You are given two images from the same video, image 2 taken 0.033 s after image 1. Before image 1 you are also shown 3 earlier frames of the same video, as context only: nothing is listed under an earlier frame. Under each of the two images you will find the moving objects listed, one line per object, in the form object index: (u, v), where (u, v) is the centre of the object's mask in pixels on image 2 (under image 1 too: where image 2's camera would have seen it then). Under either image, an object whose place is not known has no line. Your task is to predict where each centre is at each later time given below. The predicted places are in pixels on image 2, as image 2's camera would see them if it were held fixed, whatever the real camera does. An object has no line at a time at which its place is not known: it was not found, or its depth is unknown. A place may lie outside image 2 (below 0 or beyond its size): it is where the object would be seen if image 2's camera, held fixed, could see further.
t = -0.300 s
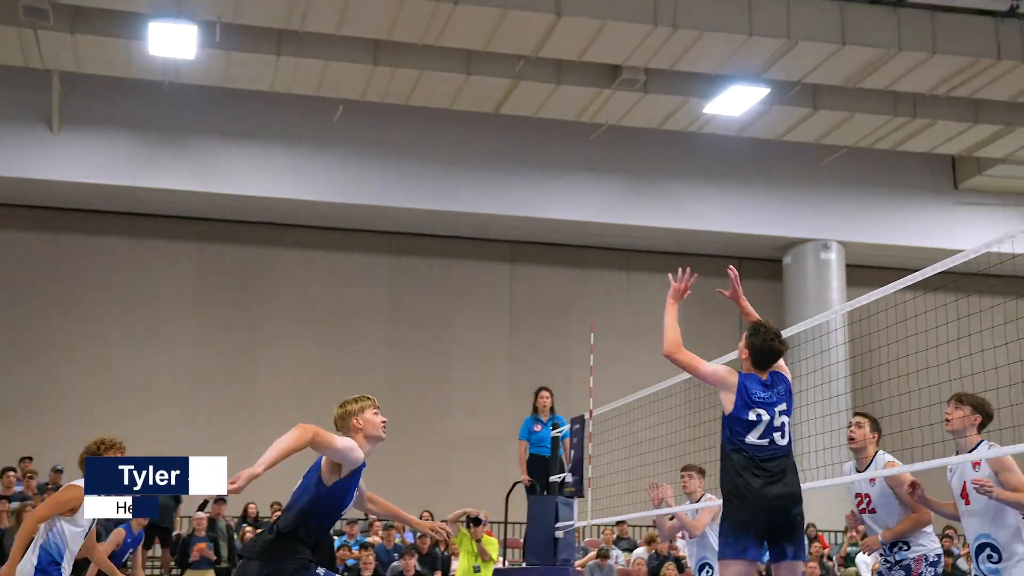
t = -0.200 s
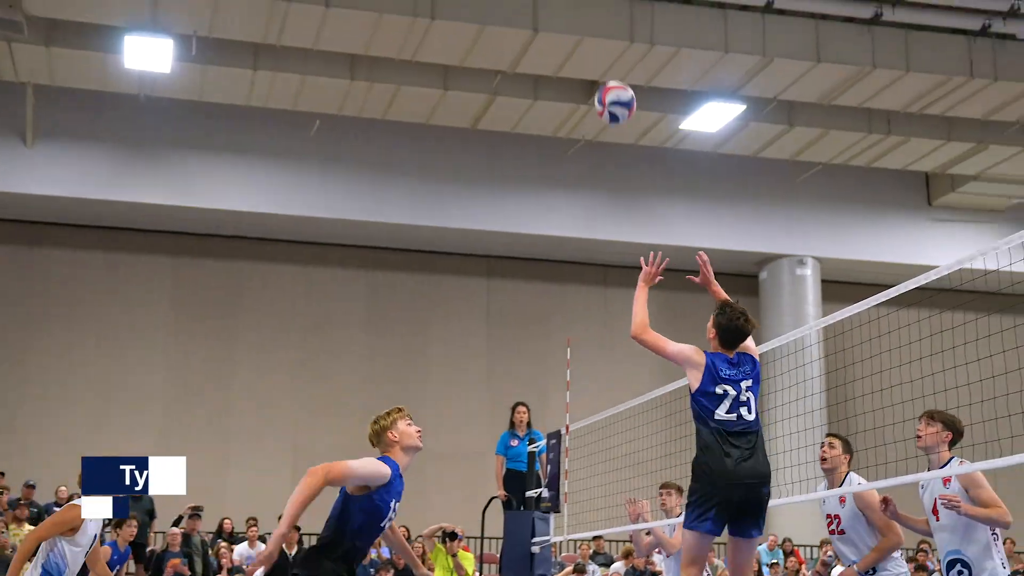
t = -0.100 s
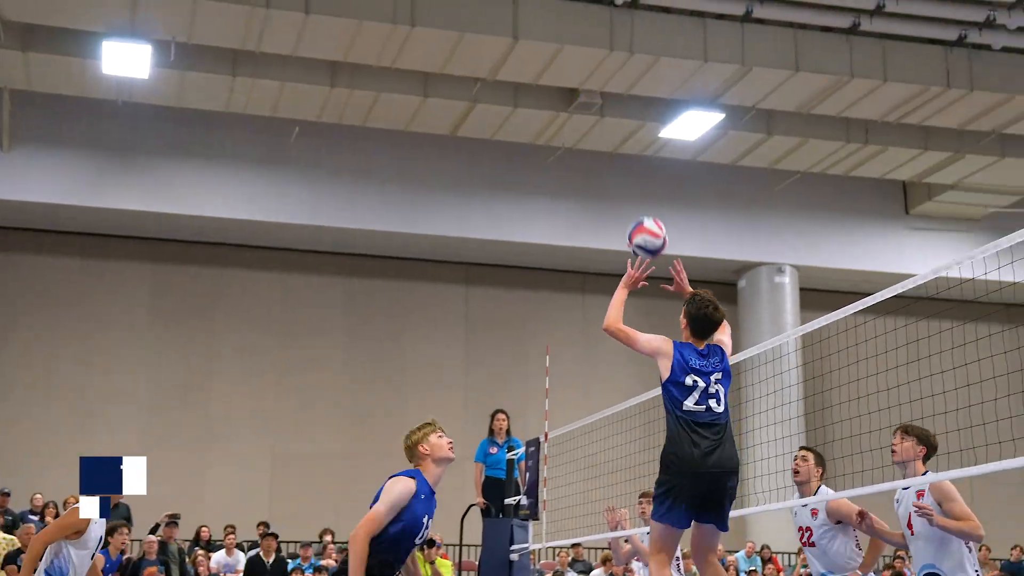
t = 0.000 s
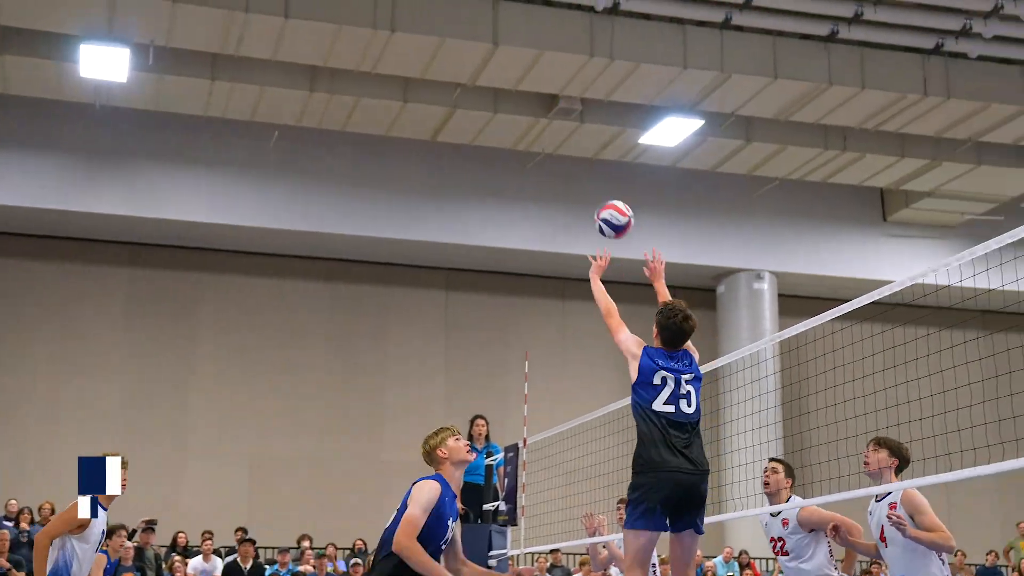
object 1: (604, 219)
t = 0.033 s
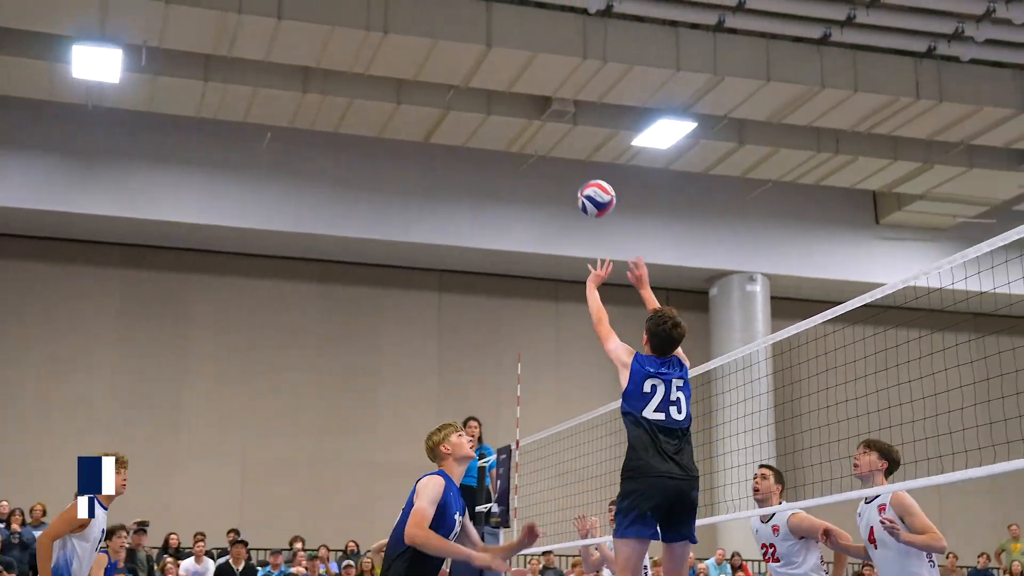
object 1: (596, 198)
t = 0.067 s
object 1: (587, 177)
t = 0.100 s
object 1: (579, 161)
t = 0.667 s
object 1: (470, 161)
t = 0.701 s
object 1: (466, 172)
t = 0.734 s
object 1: (461, 184)
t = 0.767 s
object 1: (457, 197)
